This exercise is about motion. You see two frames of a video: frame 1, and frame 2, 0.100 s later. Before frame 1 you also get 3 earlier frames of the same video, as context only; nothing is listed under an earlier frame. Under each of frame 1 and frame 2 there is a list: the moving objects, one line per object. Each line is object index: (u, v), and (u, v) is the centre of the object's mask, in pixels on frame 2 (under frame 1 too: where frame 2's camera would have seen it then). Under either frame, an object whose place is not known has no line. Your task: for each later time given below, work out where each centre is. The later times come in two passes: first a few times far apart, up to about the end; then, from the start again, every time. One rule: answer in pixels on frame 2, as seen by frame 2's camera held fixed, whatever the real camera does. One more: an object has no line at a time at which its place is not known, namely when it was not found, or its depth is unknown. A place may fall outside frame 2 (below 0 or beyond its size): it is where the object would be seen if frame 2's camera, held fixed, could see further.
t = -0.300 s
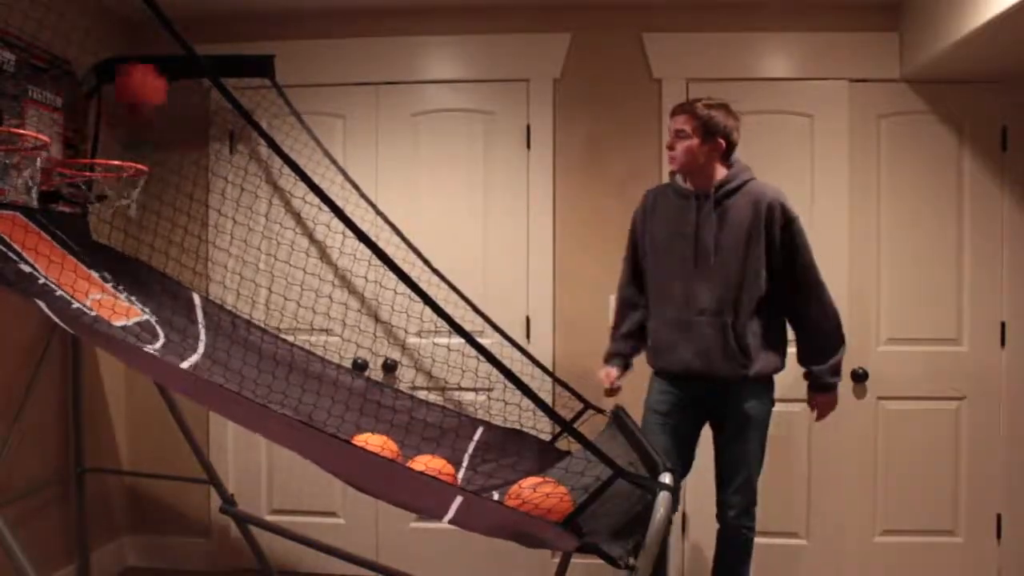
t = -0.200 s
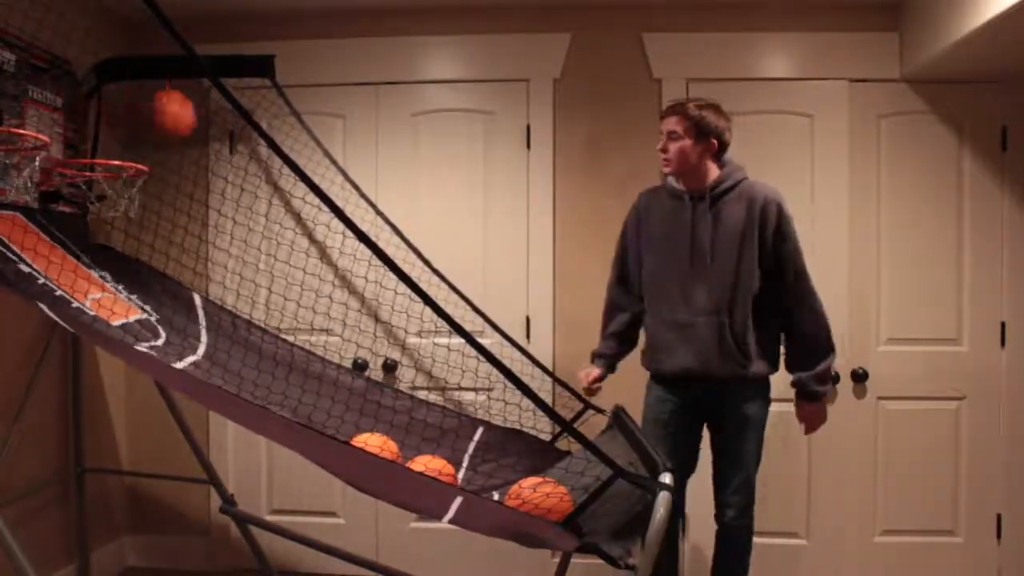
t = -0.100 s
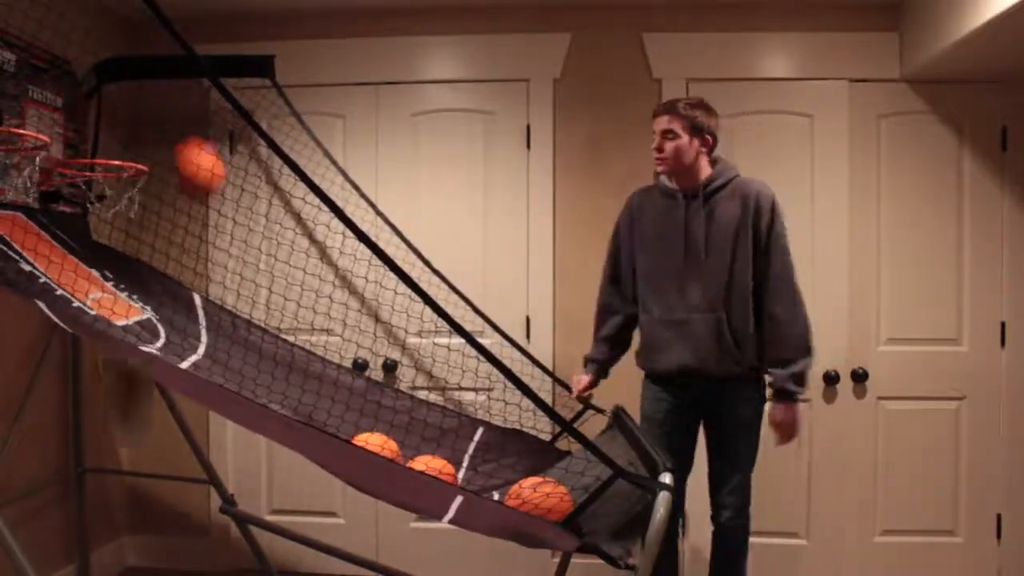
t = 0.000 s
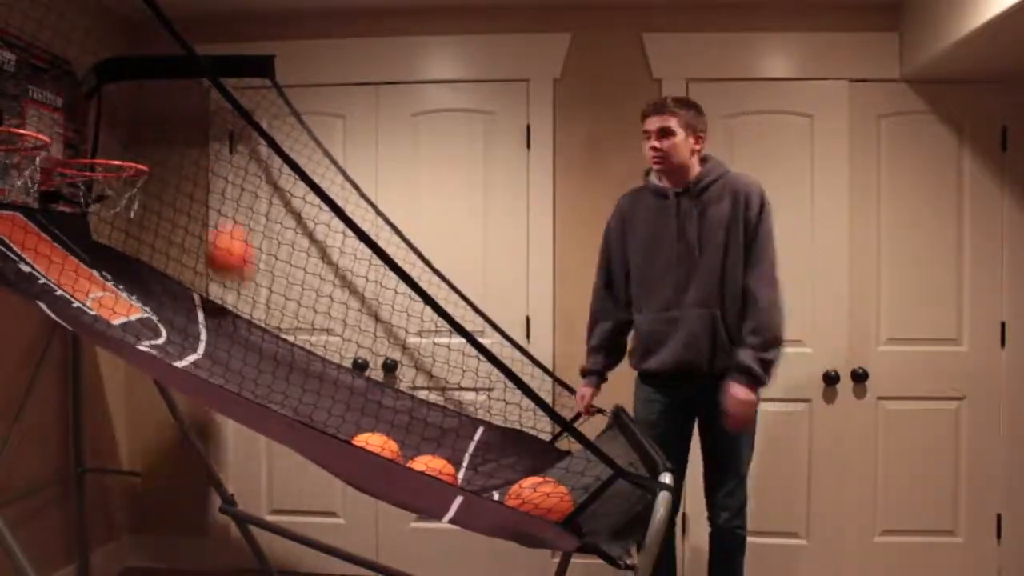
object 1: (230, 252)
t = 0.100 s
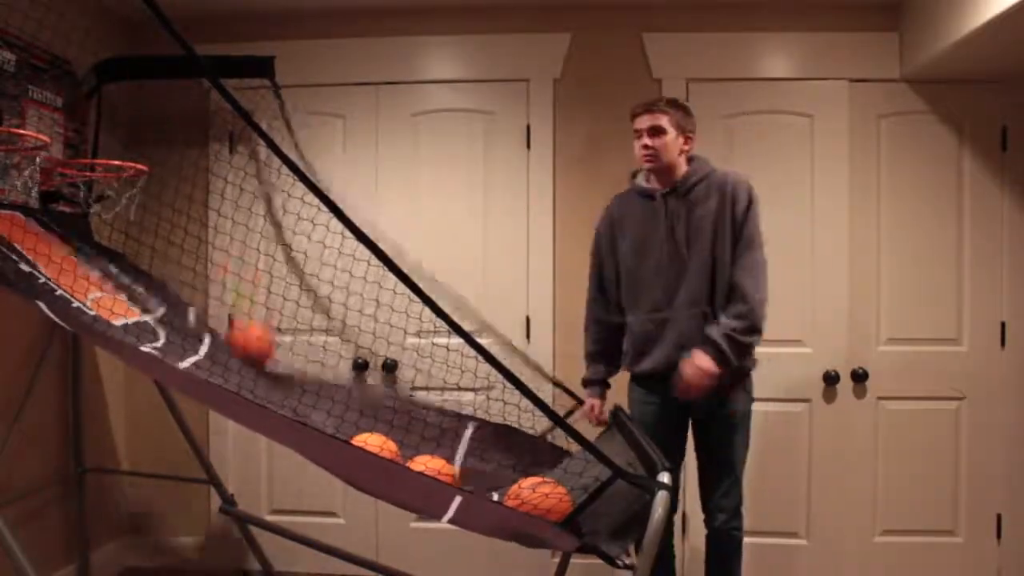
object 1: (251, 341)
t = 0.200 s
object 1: (262, 369)
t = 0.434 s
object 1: (330, 411)
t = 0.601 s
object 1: (363, 433)
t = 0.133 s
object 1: (252, 353)
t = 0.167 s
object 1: (256, 362)
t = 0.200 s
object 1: (262, 369)
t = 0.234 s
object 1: (270, 372)
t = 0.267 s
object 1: (281, 377)
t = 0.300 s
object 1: (291, 382)
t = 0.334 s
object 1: (300, 389)
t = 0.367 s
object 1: (310, 397)
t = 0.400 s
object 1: (319, 405)
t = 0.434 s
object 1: (330, 411)
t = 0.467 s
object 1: (343, 419)
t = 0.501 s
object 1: (354, 426)
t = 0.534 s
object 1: (356, 428)
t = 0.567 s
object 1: (359, 430)
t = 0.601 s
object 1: (363, 433)
